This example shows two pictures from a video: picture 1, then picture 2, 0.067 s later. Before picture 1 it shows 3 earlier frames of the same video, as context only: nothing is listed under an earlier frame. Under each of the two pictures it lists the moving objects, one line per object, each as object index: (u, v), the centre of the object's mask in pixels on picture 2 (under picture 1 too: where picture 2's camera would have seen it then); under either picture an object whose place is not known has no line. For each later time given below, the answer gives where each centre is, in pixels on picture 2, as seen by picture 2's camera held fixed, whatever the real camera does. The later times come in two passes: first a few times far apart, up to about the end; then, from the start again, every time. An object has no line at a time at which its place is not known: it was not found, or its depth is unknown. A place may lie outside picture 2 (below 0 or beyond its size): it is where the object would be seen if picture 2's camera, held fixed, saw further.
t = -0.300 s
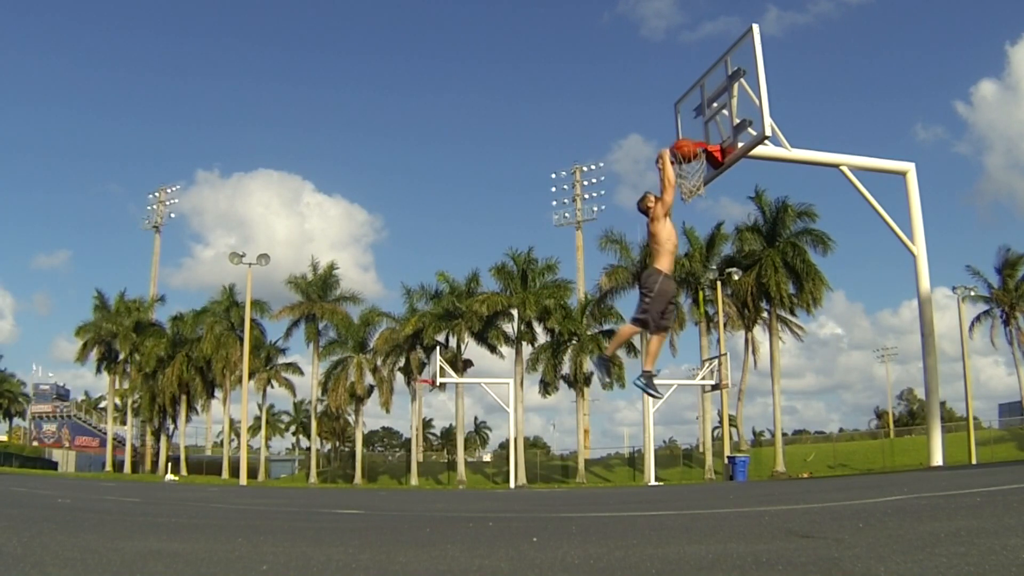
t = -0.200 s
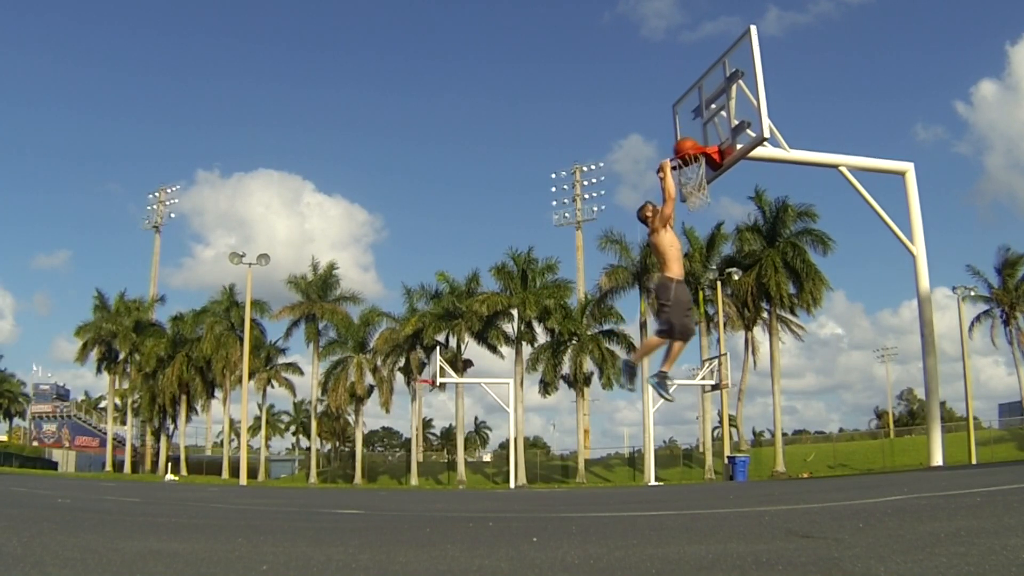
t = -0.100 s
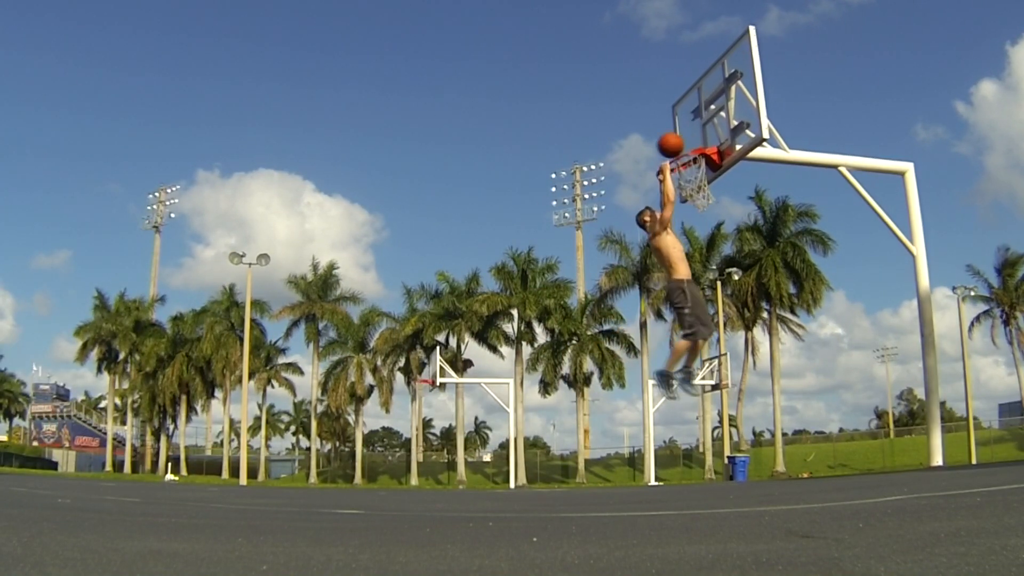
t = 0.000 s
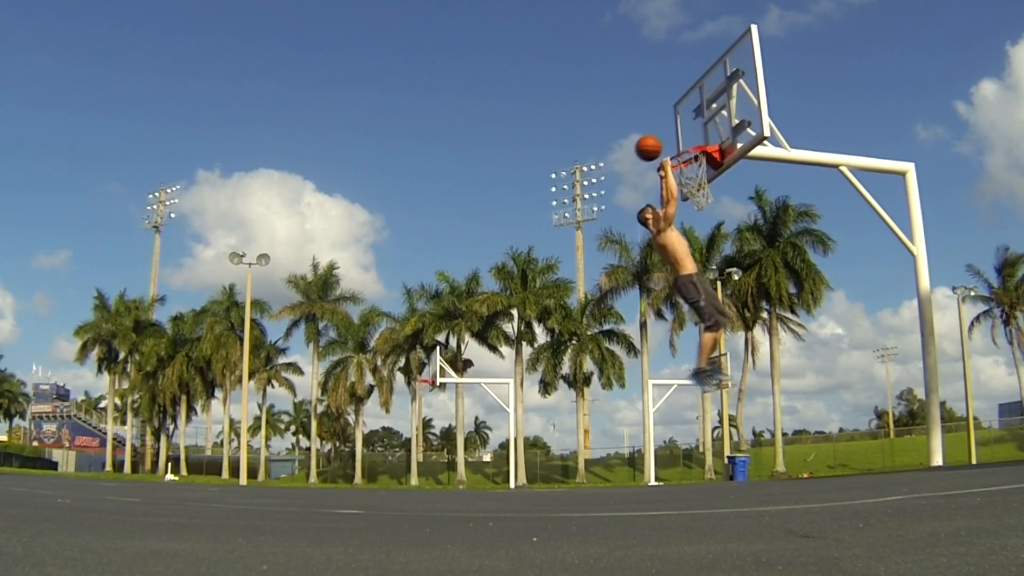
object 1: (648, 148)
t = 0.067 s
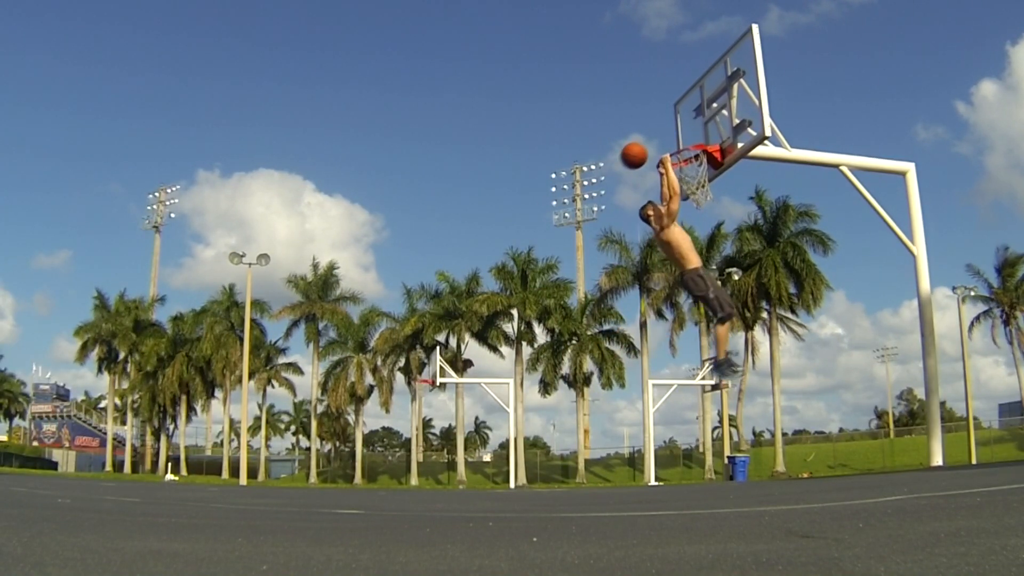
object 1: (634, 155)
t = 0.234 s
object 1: (598, 195)
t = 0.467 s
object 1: (546, 308)
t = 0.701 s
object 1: (492, 469)
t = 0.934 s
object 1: (464, 329)
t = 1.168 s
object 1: (440, 257)
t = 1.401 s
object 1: (420, 248)
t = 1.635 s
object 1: (400, 302)
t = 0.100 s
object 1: (627, 161)
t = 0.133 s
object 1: (620, 168)
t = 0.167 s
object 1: (613, 175)
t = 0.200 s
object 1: (605, 184)
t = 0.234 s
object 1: (598, 195)
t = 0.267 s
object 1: (591, 206)
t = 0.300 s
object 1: (584, 220)
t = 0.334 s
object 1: (576, 234)
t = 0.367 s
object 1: (569, 250)
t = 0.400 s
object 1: (561, 268)
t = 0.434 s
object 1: (554, 287)
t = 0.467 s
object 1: (546, 308)
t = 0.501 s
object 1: (539, 329)
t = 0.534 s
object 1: (531, 352)
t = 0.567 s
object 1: (522, 377)
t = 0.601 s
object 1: (514, 404)
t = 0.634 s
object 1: (506, 432)
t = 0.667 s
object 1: (498, 460)
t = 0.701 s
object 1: (492, 469)
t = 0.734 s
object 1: (488, 445)
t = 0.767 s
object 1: (483, 423)
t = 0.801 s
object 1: (479, 402)
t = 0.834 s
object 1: (475, 382)
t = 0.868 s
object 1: (472, 363)
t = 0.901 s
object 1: (468, 346)
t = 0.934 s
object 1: (464, 329)
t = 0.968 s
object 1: (461, 315)
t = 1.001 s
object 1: (457, 302)
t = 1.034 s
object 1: (454, 290)
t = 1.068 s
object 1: (450, 280)
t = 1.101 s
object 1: (447, 271)
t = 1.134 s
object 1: (444, 263)
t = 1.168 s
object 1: (440, 257)
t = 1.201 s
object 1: (437, 251)
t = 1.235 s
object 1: (434, 248)
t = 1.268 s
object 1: (431, 245)
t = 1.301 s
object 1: (428, 244)
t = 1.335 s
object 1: (425, 244)
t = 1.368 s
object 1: (422, 245)
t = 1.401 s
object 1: (420, 248)
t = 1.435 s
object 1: (417, 252)
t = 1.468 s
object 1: (414, 257)
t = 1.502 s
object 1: (411, 263)
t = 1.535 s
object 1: (408, 271)
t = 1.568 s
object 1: (405, 281)
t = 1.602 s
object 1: (403, 291)
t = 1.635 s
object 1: (400, 302)
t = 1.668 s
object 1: (397, 316)
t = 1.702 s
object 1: (395, 330)
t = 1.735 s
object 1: (391, 345)
